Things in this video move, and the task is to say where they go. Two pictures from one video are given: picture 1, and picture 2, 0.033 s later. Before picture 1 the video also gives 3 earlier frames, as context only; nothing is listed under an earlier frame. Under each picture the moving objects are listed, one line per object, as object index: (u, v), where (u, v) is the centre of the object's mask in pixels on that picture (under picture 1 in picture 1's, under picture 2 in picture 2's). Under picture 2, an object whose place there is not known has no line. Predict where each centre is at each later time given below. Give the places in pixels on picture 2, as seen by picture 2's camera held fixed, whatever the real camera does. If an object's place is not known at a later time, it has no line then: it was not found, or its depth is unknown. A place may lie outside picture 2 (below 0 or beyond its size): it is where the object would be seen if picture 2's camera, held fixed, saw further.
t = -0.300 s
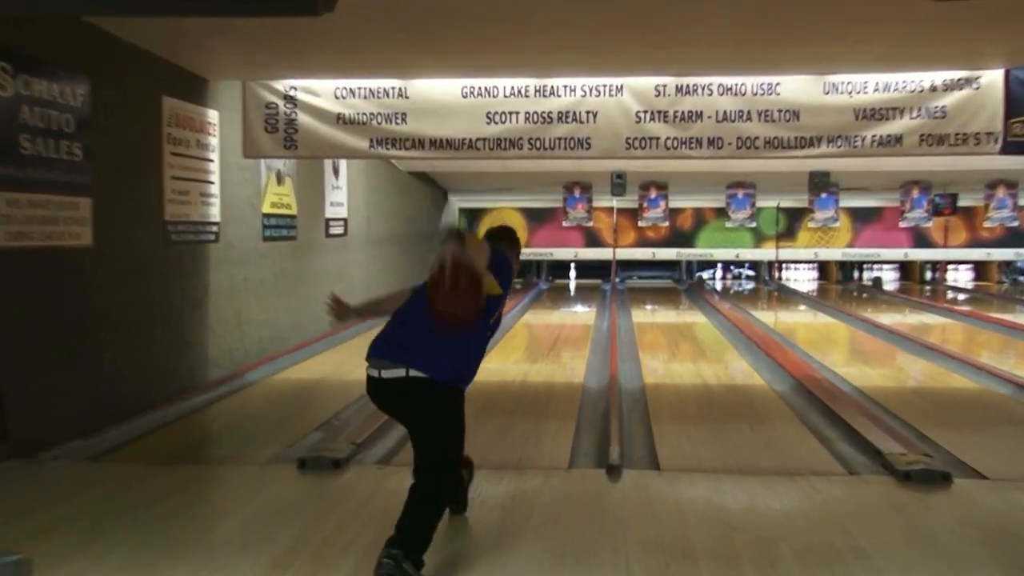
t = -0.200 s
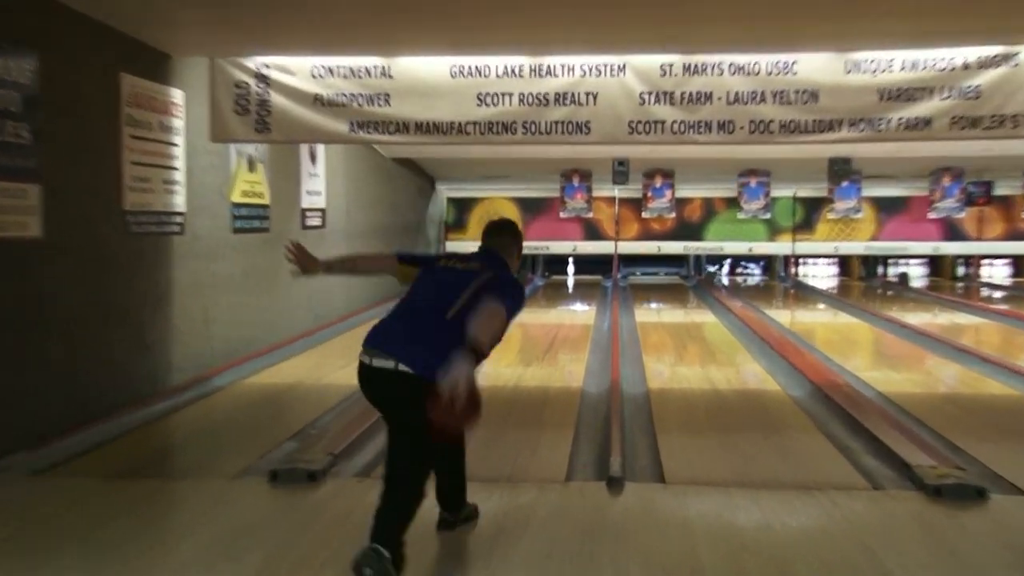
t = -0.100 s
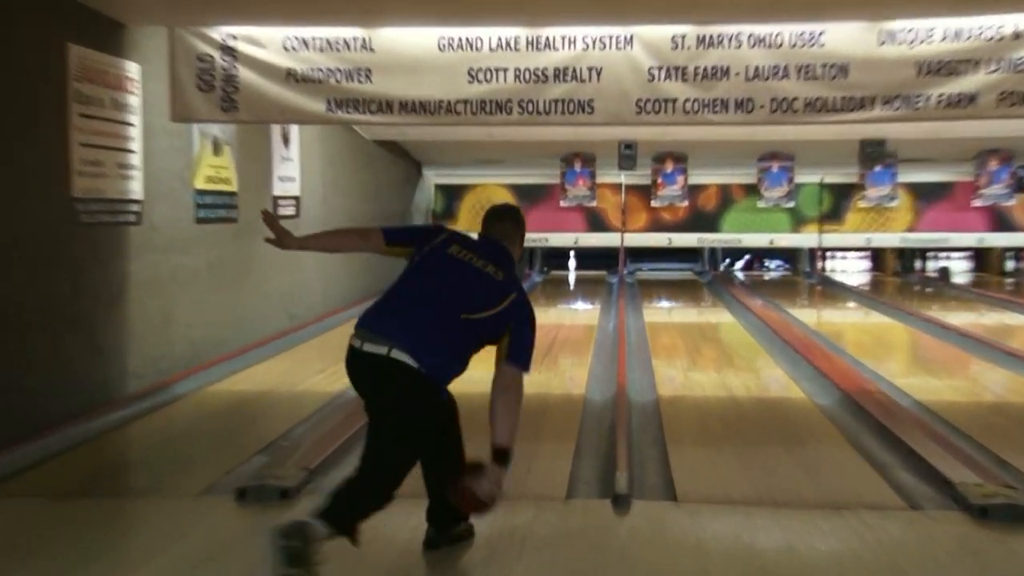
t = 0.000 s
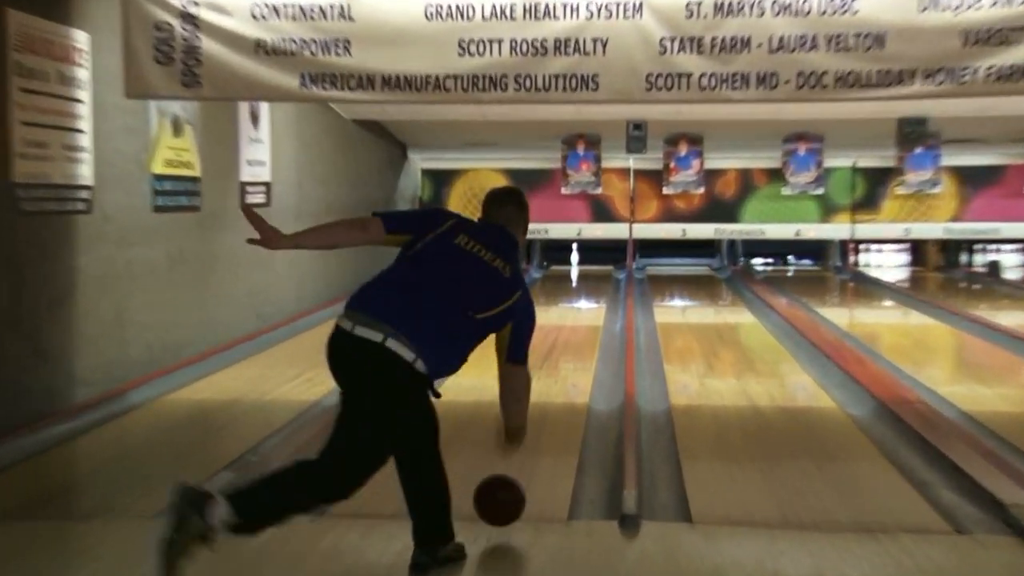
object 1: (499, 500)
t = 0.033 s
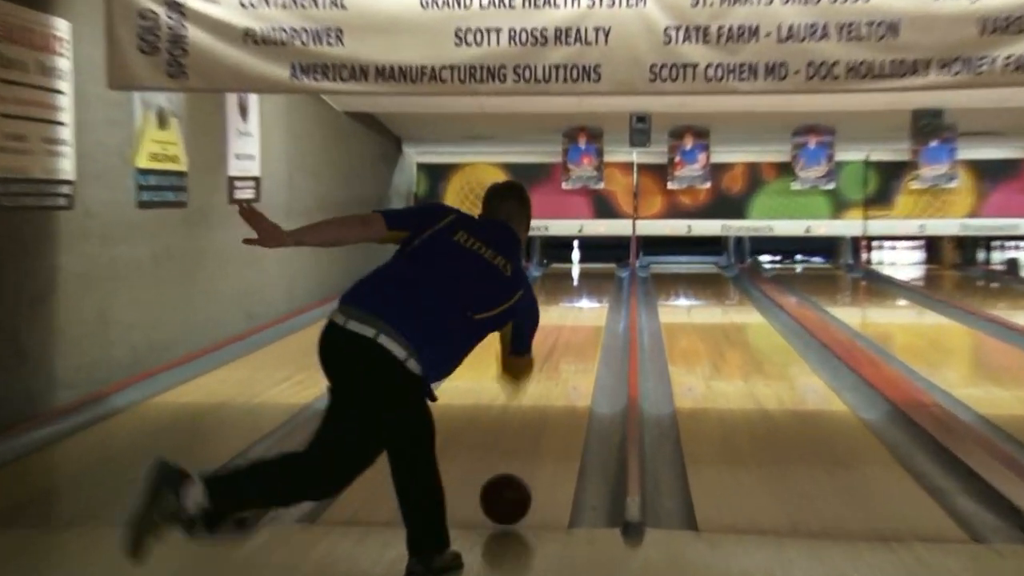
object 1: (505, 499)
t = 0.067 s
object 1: (512, 487)
